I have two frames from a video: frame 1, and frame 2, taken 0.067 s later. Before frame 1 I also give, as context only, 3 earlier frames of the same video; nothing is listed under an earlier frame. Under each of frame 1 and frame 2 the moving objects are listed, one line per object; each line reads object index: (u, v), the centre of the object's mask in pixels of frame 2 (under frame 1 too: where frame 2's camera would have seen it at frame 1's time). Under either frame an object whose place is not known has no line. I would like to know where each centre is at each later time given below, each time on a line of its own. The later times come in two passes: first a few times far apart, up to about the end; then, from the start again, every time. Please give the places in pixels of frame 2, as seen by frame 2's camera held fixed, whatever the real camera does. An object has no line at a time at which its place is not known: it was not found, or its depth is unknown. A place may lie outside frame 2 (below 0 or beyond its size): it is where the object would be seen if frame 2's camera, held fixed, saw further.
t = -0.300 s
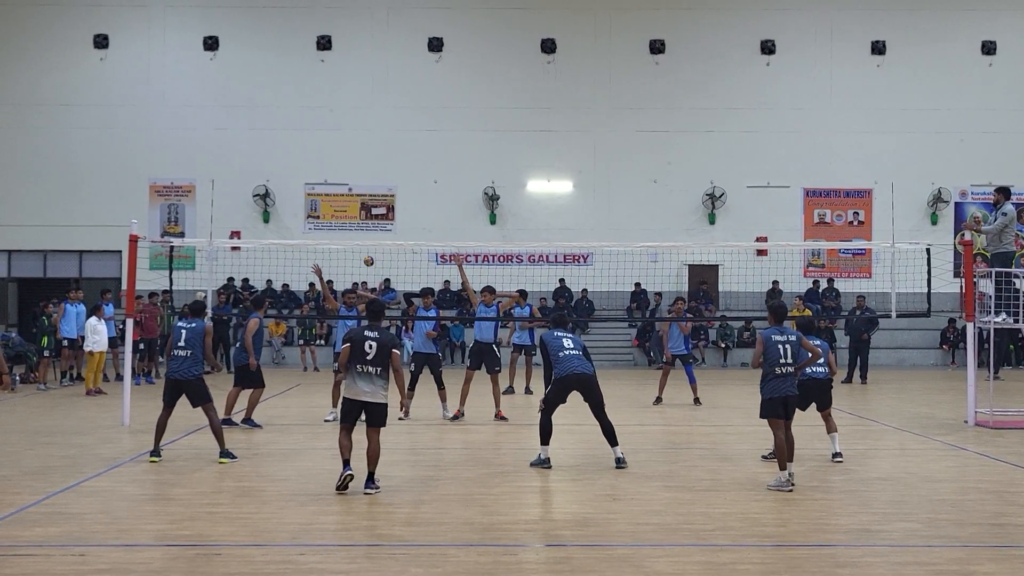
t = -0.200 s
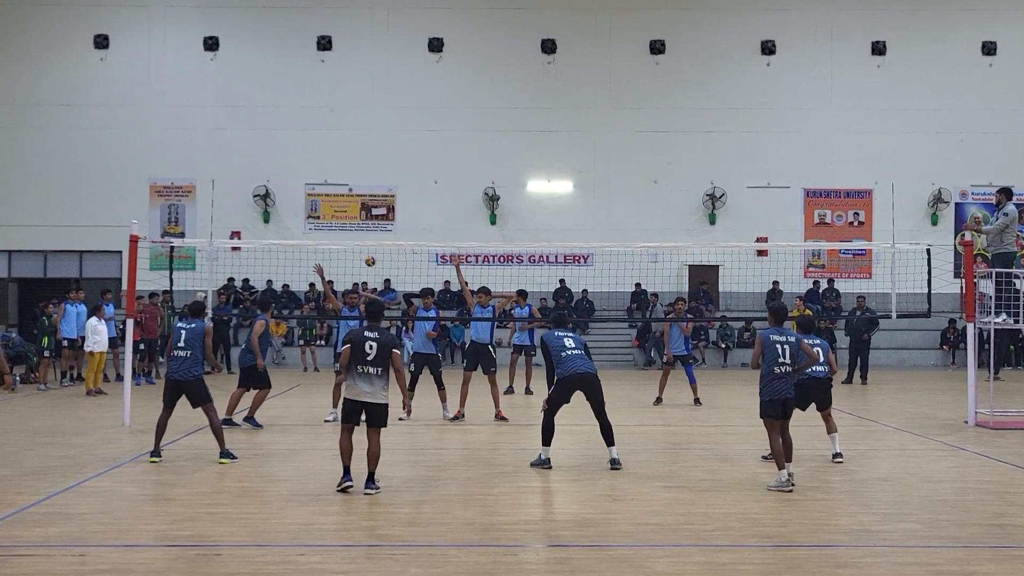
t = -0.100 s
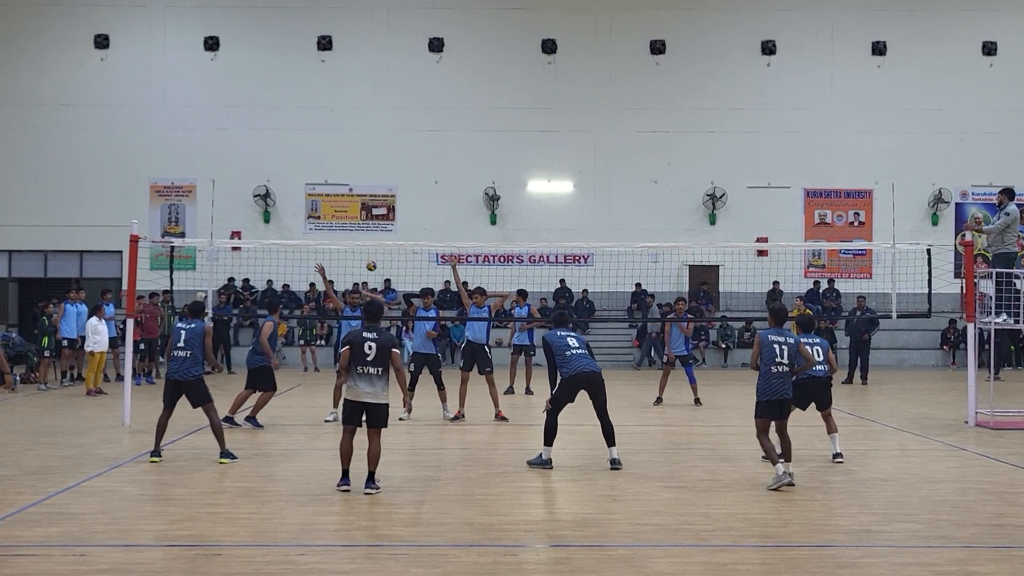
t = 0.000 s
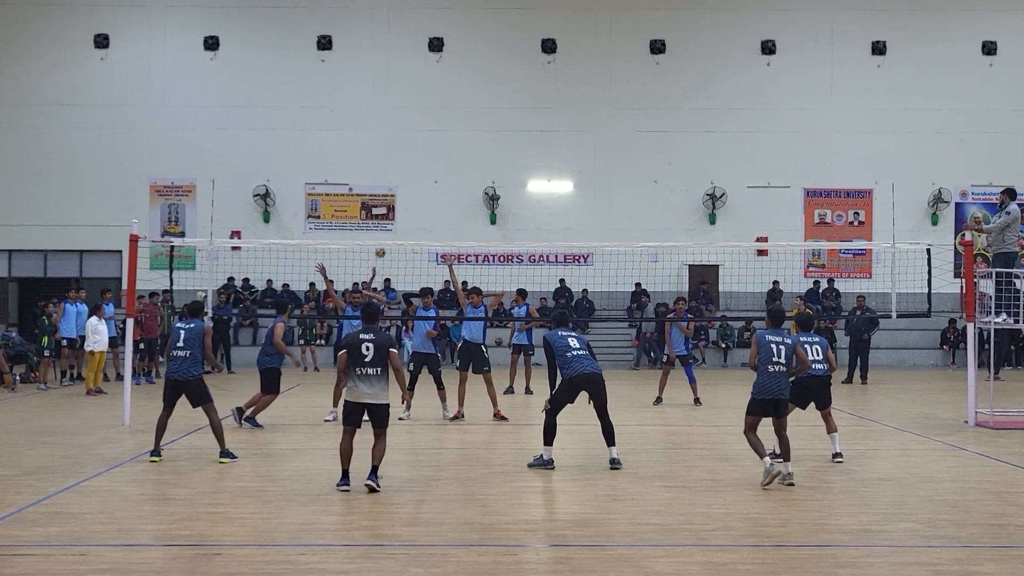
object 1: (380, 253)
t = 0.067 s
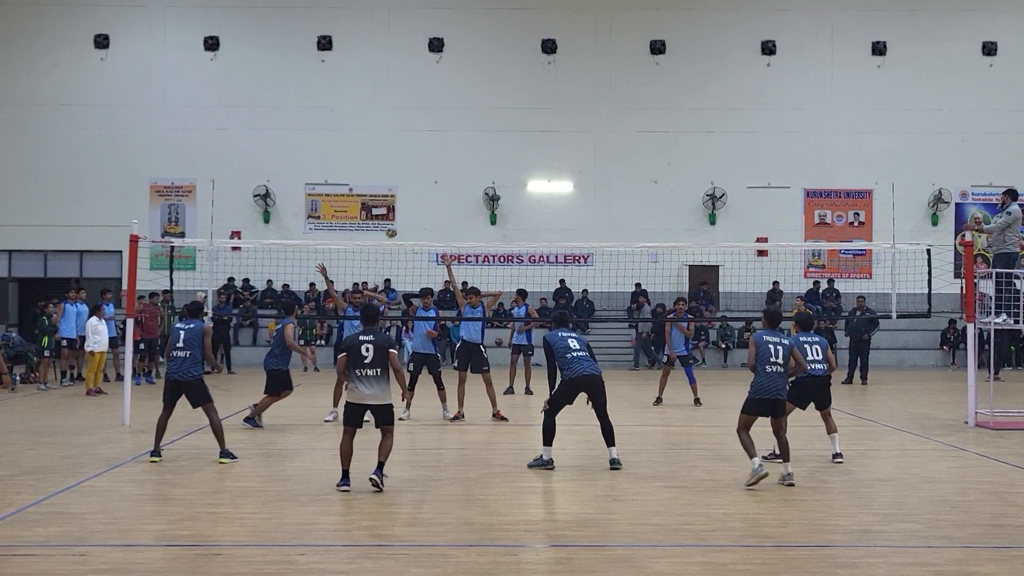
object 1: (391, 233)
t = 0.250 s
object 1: (423, 184)
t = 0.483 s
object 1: (468, 145)
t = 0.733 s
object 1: (523, 137)
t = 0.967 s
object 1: (582, 169)
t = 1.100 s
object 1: (620, 210)
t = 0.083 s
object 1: (394, 228)
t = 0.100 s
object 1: (397, 224)
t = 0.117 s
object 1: (400, 218)
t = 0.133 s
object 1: (403, 214)
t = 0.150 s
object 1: (406, 209)
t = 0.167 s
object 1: (409, 205)
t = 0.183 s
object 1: (411, 201)
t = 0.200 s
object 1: (415, 196)
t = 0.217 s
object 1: (417, 192)
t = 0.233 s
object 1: (420, 188)
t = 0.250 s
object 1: (423, 184)
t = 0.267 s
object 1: (426, 180)
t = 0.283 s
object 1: (429, 177)
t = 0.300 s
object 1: (432, 173)
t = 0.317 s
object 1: (435, 170)
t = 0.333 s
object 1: (438, 166)
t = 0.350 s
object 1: (441, 164)
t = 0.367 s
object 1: (444, 160)
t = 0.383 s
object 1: (448, 158)
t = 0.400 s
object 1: (451, 155)
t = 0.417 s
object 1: (454, 153)
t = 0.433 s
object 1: (457, 151)
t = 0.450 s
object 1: (461, 149)
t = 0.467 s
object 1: (464, 147)
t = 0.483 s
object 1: (468, 145)
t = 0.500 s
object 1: (471, 144)
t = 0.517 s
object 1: (474, 142)
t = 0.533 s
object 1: (478, 141)
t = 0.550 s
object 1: (482, 139)
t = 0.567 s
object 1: (485, 138)
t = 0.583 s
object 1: (489, 138)
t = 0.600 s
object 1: (493, 137)
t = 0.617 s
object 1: (496, 136)
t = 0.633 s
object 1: (499, 136)
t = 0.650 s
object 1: (503, 135)
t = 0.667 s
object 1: (507, 136)
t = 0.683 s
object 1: (511, 136)
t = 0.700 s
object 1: (515, 136)
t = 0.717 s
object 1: (519, 136)
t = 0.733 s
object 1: (523, 137)
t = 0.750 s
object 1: (527, 138)
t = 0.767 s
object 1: (531, 139)
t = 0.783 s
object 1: (535, 141)
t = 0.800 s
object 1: (539, 142)
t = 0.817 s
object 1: (543, 144)
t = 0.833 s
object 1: (547, 146)
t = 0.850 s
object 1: (552, 148)
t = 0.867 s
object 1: (556, 150)
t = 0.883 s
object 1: (560, 153)
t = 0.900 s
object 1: (565, 156)
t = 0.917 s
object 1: (569, 159)
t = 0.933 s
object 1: (573, 162)
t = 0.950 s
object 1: (578, 165)
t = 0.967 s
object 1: (582, 169)
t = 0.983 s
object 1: (587, 173)
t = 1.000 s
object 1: (591, 178)
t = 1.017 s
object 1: (596, 182)
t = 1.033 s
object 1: (600, 187)
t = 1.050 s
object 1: (605, 193)
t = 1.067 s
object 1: (610, 198)
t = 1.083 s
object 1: (615, 204)
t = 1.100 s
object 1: (620, 210)
